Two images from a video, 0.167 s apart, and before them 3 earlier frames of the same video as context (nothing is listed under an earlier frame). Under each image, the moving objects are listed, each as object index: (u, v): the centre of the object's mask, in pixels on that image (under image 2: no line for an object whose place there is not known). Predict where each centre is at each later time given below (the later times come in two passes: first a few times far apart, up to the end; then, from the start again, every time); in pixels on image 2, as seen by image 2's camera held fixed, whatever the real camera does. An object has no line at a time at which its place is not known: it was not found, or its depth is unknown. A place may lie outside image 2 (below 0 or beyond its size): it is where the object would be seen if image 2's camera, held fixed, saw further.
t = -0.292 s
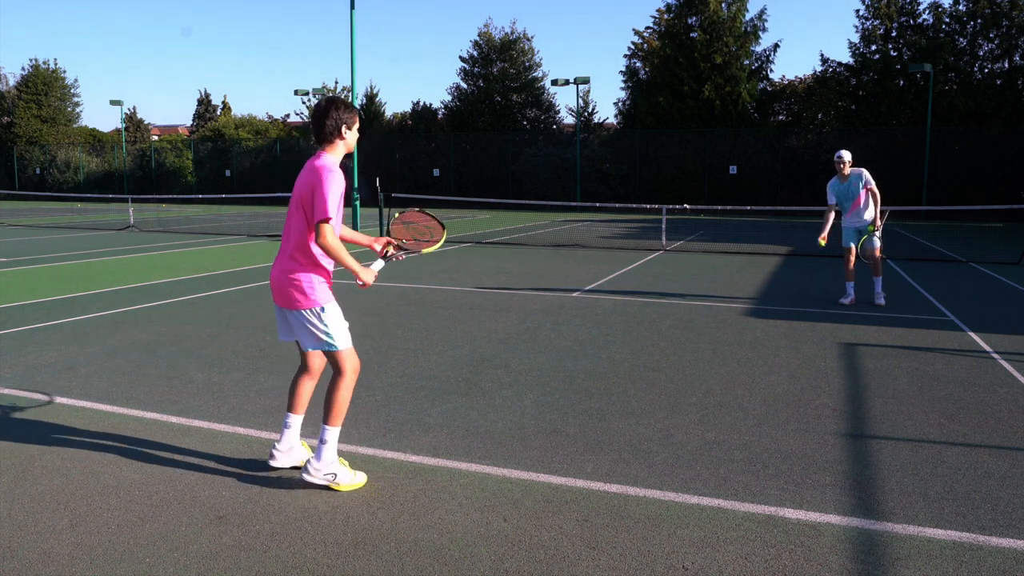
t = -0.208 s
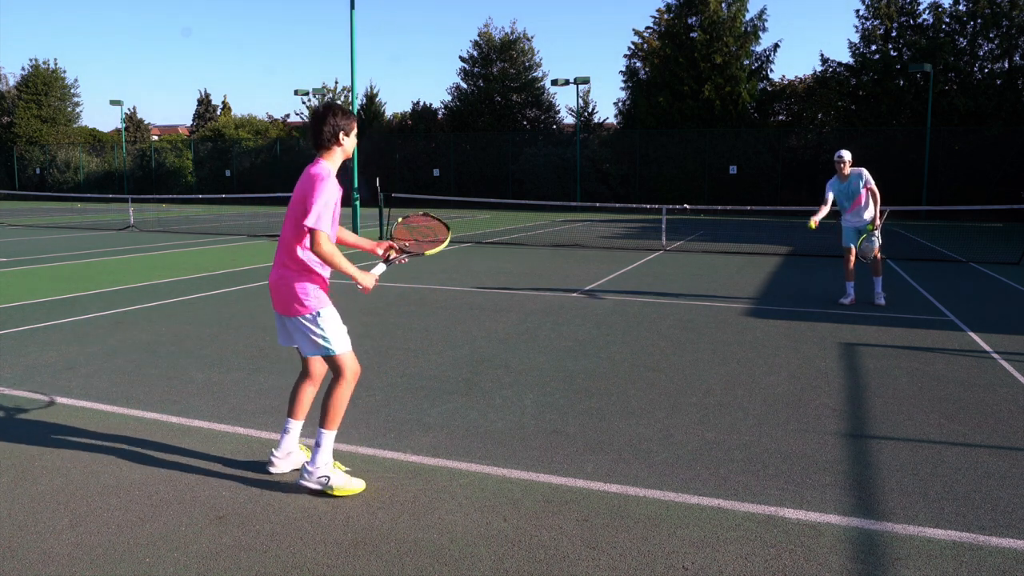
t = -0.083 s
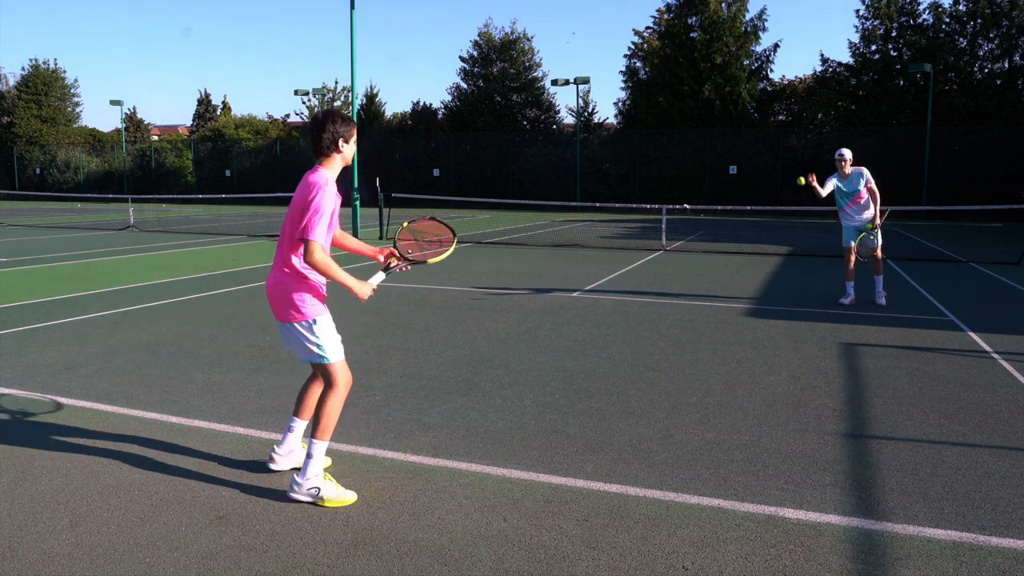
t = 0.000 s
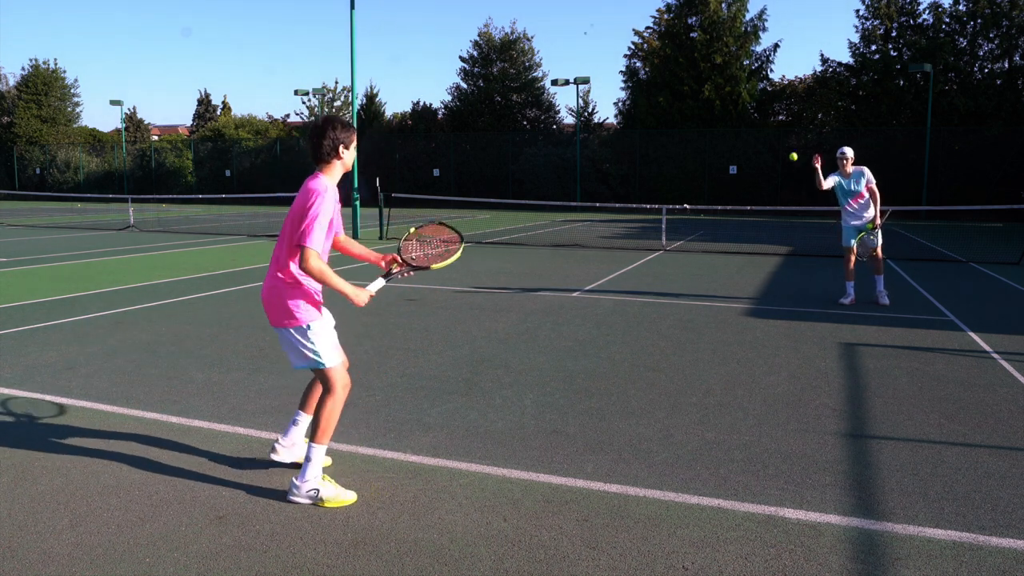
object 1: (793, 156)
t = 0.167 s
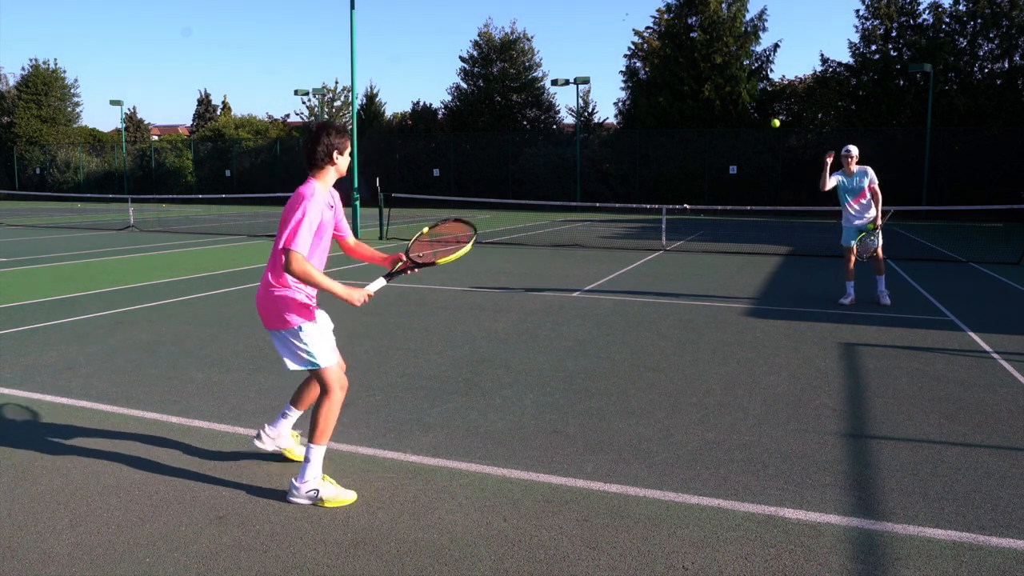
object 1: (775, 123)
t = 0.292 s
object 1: (759, 114)
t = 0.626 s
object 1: (702, 181)
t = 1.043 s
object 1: (608, 329)
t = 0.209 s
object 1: (770, 118)
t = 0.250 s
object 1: (765, 115)
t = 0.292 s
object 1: (759, 114)
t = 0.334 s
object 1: (753, 114)
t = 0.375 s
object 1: (747, 117)
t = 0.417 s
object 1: (740, 122)
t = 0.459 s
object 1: (733, 129)
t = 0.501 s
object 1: (726, 138)
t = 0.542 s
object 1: (718, 149)
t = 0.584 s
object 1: (710, 164)
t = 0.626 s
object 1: (702, 181)
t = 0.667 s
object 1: (693, 200)
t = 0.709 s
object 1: (683, 225)
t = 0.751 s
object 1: (674, 251)
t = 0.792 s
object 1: (664, 281)
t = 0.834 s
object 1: (653, 315)
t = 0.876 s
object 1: (641, 352)
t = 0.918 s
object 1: (629, 393)
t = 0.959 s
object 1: (622, 374)
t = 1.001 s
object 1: (615, 351)
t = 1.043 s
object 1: (608, 329)
